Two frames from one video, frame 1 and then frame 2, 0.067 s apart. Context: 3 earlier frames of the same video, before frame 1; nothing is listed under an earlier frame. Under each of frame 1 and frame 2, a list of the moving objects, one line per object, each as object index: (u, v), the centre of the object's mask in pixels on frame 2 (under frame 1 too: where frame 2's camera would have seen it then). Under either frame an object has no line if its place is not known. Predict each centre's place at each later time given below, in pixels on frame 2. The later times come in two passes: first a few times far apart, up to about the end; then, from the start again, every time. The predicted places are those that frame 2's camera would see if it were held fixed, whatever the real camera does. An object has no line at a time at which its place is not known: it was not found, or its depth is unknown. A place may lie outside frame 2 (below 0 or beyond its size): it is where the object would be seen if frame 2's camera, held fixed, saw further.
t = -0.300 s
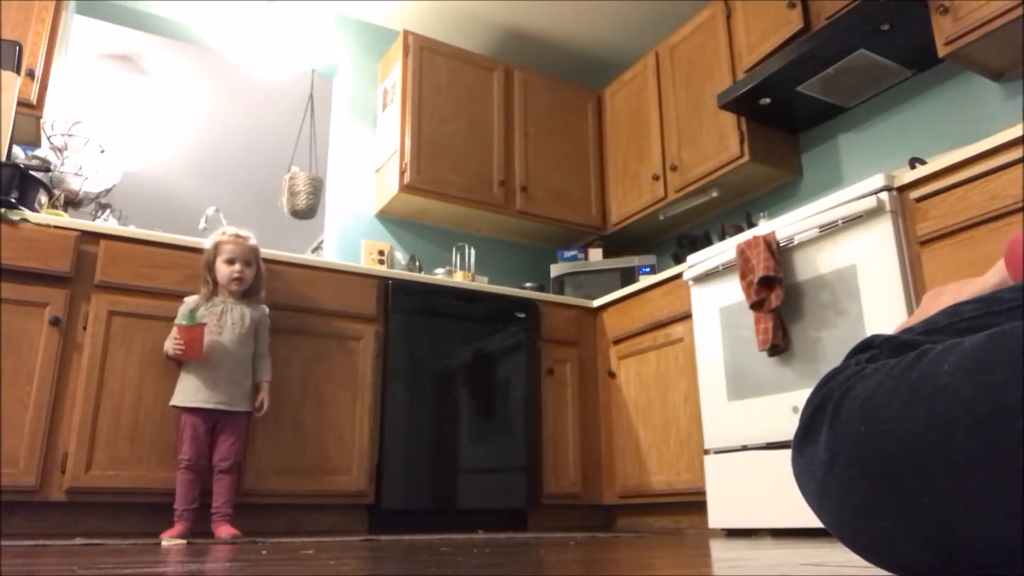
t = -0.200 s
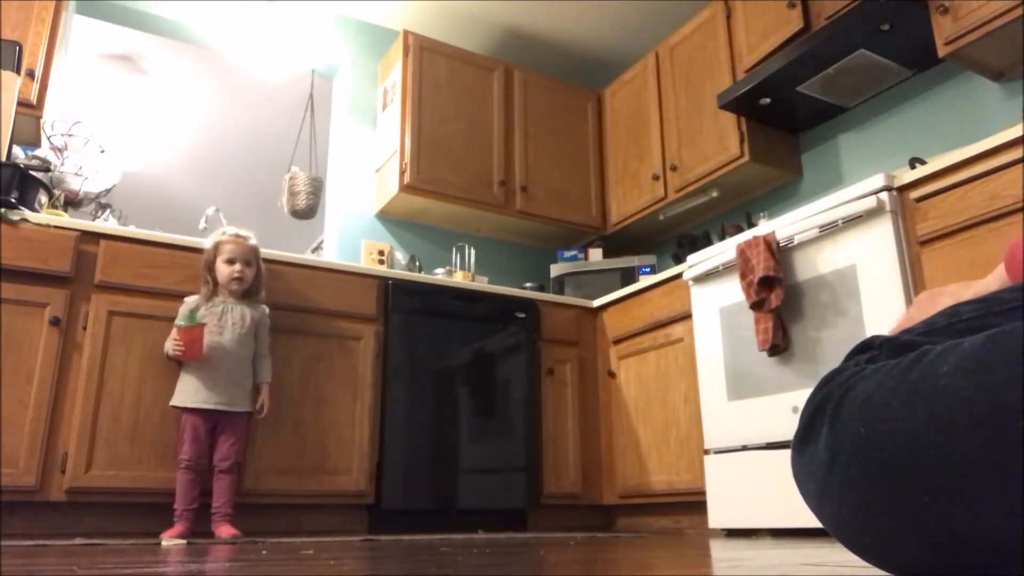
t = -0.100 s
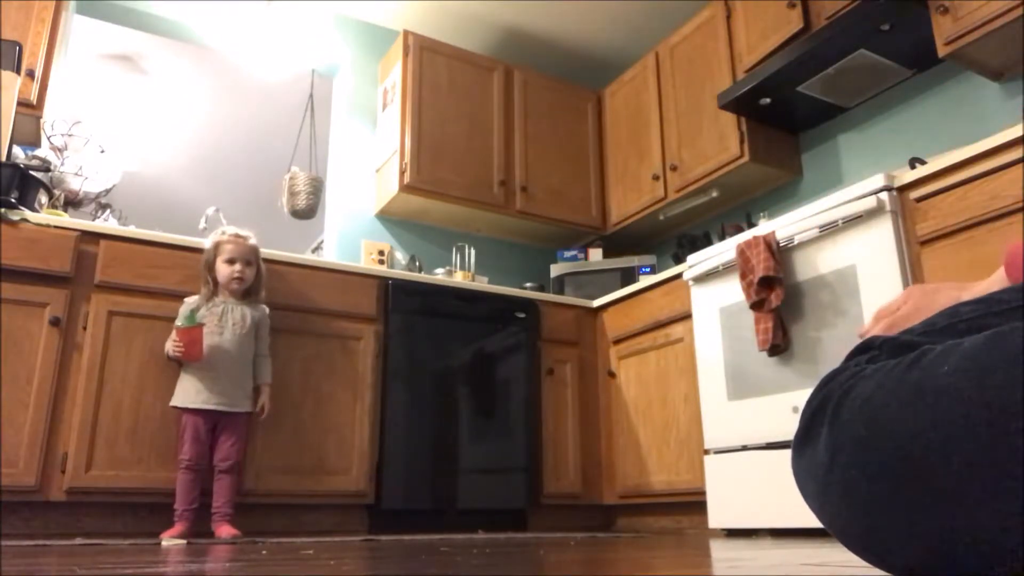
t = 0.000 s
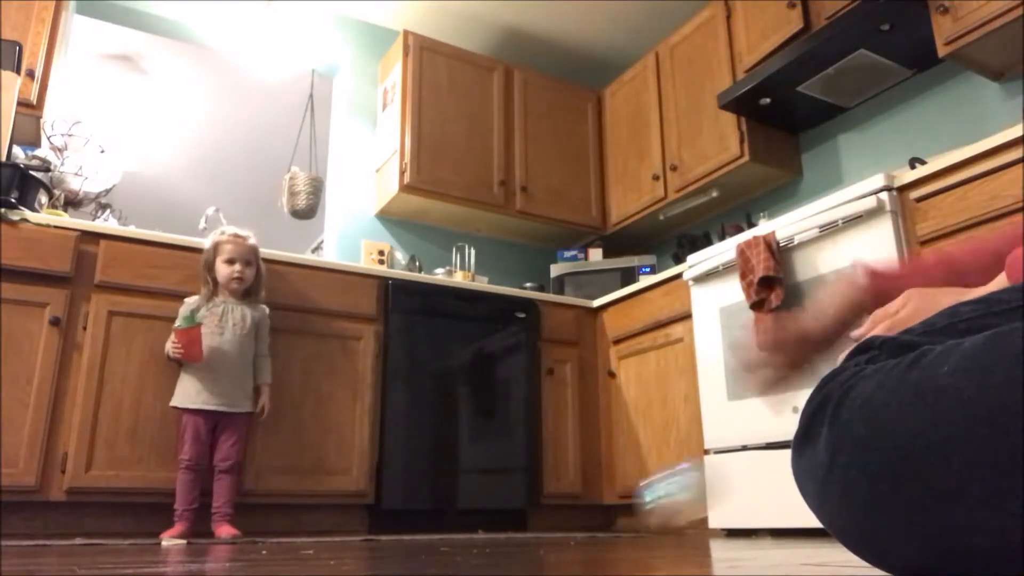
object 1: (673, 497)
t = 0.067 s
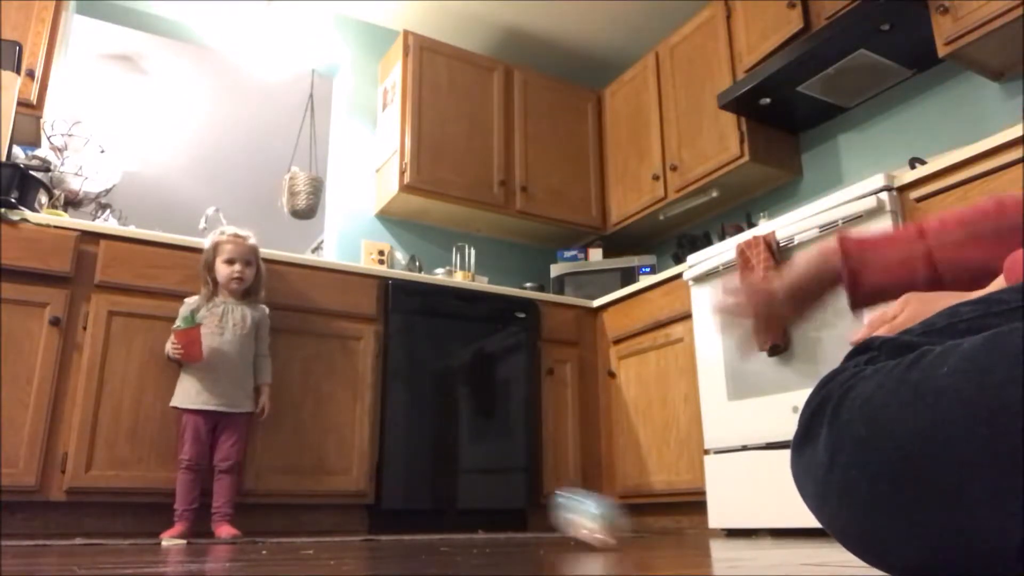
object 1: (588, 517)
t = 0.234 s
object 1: (436, 519)
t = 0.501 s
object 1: (308, 525)
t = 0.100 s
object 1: (551, 507)
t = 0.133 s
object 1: (517, 508)
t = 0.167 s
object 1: (487, 514)
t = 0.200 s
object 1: (461, 524)
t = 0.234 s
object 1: (436, 519)
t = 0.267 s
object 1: (415, 516)
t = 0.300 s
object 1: (395, 519)
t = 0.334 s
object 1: (377, 525)
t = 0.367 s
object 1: (360, 523)
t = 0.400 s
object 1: (346, 522)
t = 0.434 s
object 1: (332, 525)
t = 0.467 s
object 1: (319, 527)
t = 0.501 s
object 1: (308, 525)
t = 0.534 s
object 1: (297, 526)
